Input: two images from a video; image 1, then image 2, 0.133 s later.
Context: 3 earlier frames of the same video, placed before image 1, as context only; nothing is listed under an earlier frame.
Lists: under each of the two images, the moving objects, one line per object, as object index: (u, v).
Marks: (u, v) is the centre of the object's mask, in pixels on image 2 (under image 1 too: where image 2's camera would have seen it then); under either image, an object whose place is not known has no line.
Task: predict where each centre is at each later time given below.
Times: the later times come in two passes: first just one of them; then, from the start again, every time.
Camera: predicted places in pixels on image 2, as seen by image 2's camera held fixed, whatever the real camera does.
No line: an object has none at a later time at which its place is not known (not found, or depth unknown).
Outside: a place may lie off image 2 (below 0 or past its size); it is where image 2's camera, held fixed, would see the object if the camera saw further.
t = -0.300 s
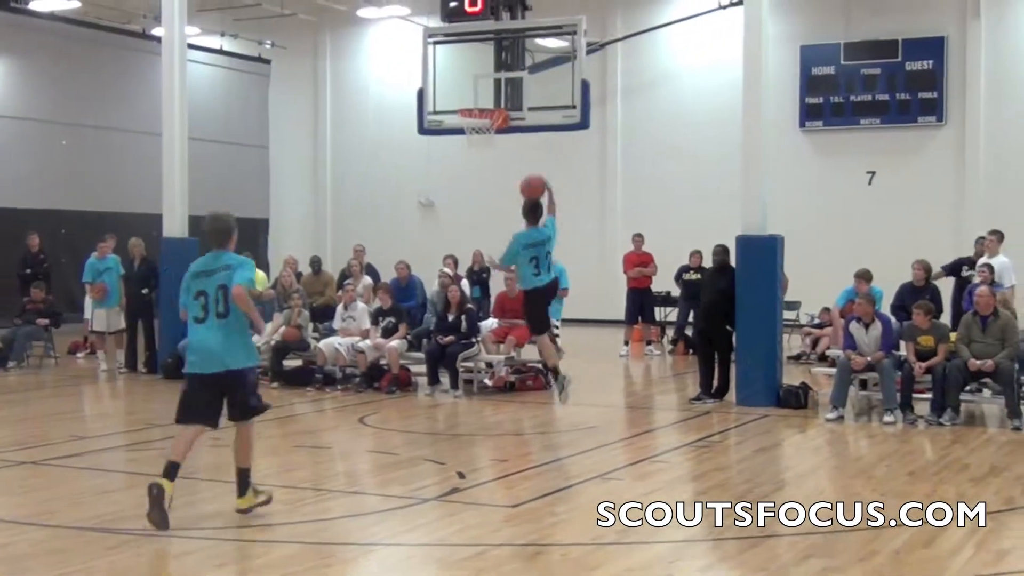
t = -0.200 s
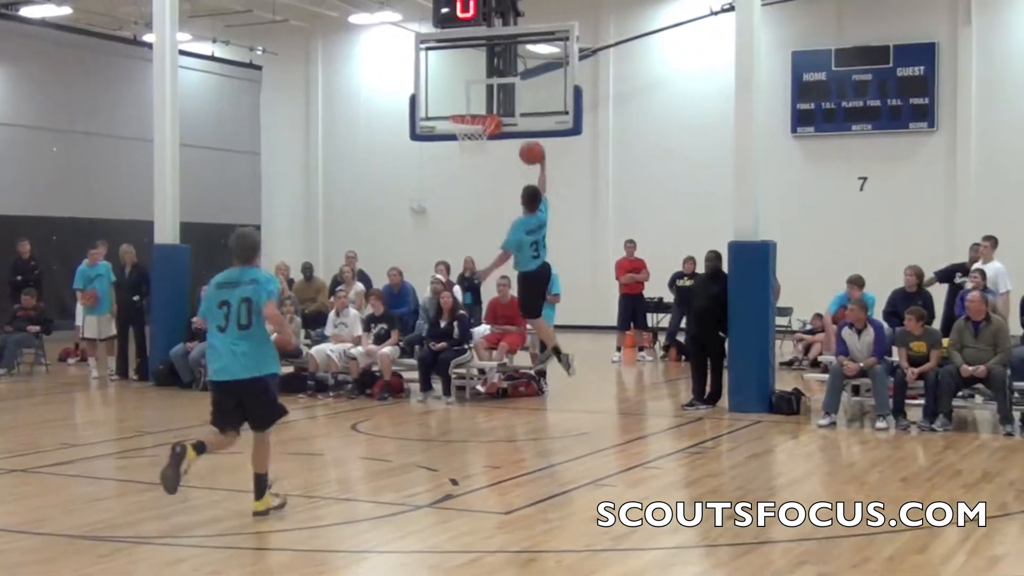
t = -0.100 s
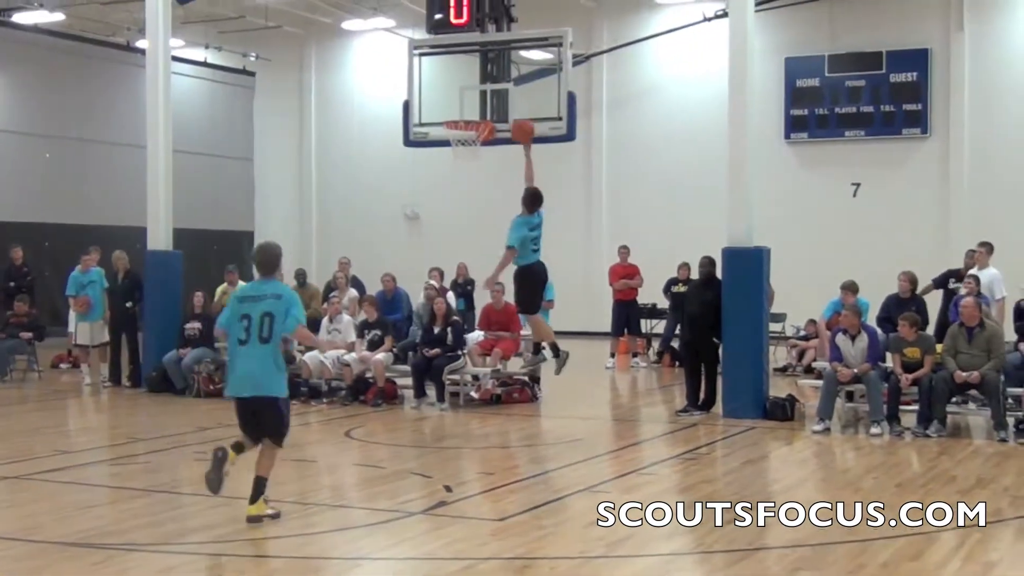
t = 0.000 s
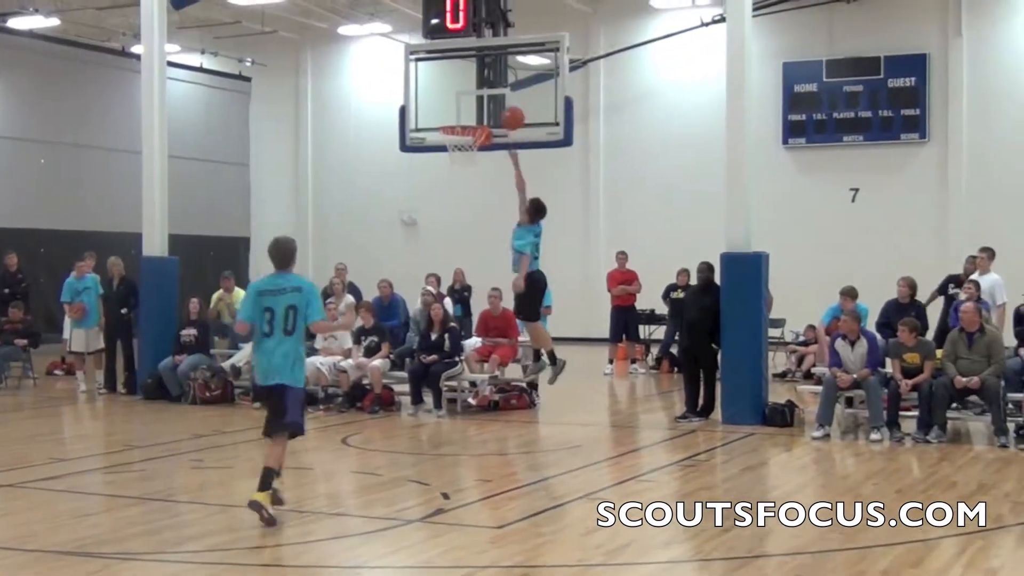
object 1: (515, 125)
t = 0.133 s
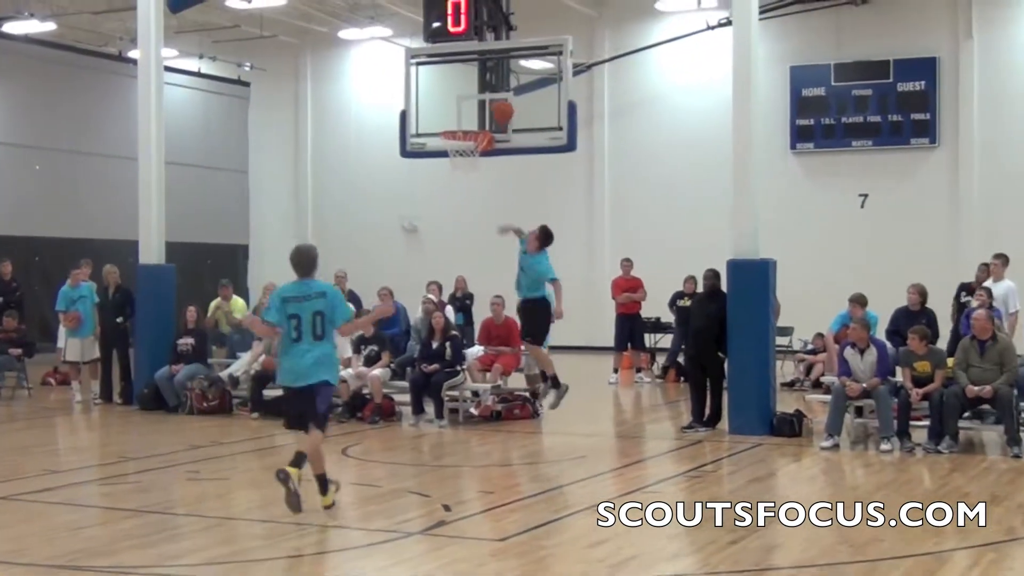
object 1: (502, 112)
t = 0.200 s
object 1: (493, 110)
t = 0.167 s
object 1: (497, 110)
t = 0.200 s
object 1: (493, 110)
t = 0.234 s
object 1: (489, 111)
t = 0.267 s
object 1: (486, 113)
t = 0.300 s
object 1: (481, 116)
